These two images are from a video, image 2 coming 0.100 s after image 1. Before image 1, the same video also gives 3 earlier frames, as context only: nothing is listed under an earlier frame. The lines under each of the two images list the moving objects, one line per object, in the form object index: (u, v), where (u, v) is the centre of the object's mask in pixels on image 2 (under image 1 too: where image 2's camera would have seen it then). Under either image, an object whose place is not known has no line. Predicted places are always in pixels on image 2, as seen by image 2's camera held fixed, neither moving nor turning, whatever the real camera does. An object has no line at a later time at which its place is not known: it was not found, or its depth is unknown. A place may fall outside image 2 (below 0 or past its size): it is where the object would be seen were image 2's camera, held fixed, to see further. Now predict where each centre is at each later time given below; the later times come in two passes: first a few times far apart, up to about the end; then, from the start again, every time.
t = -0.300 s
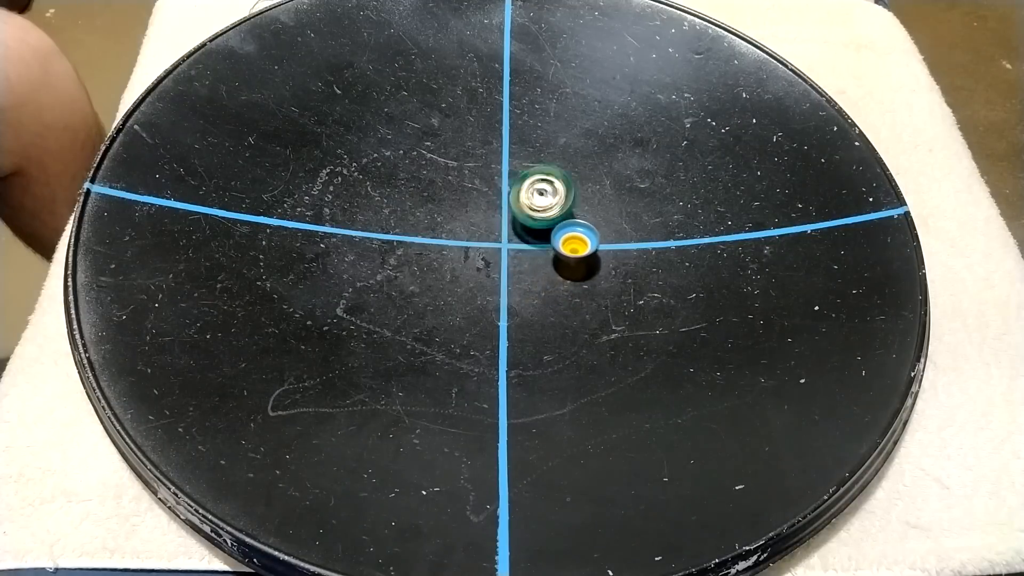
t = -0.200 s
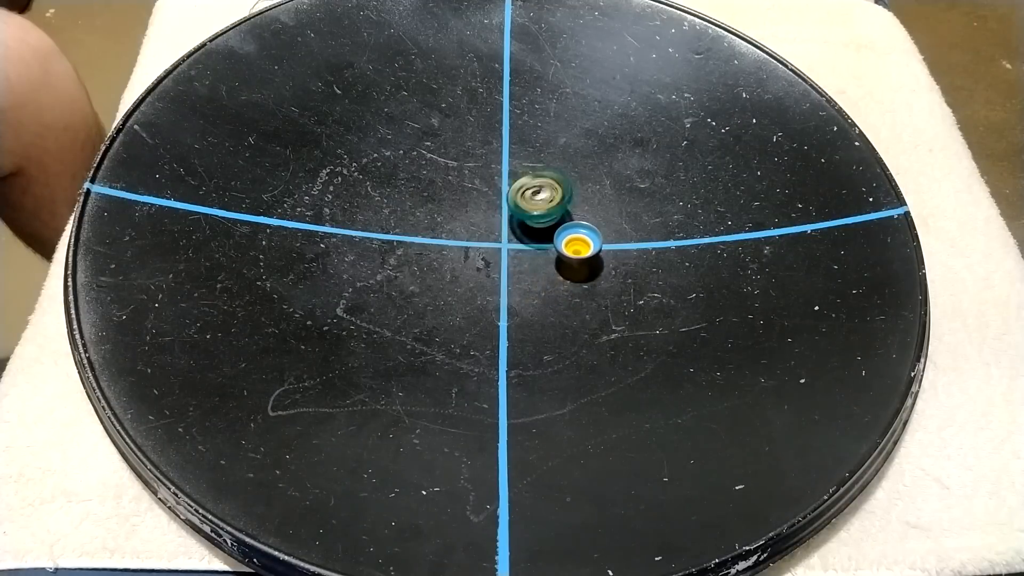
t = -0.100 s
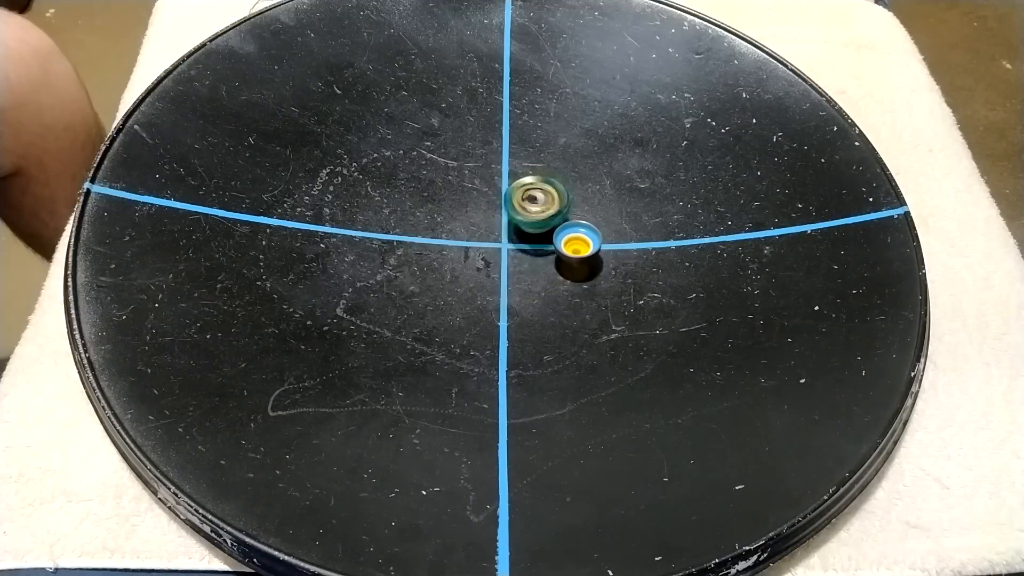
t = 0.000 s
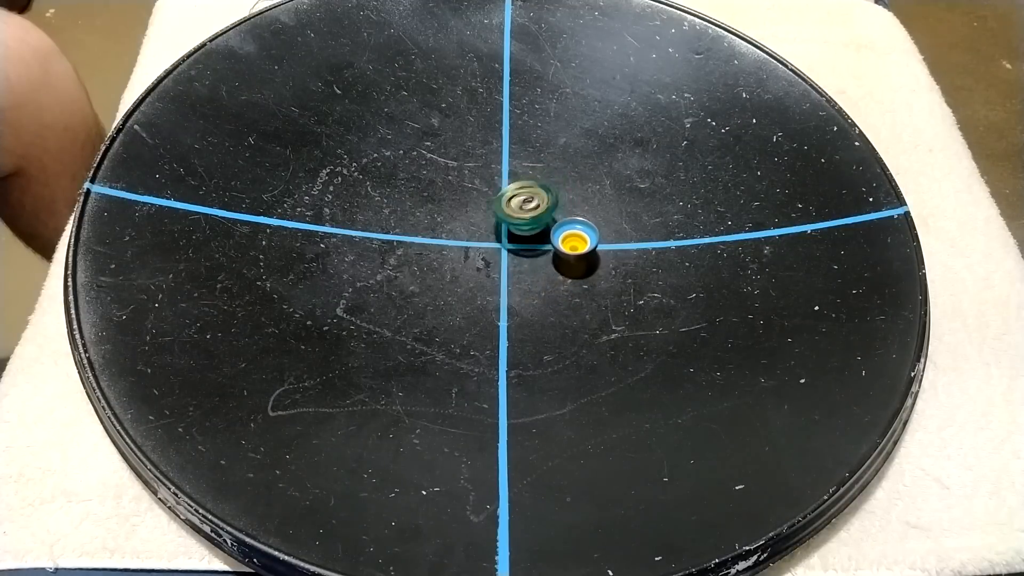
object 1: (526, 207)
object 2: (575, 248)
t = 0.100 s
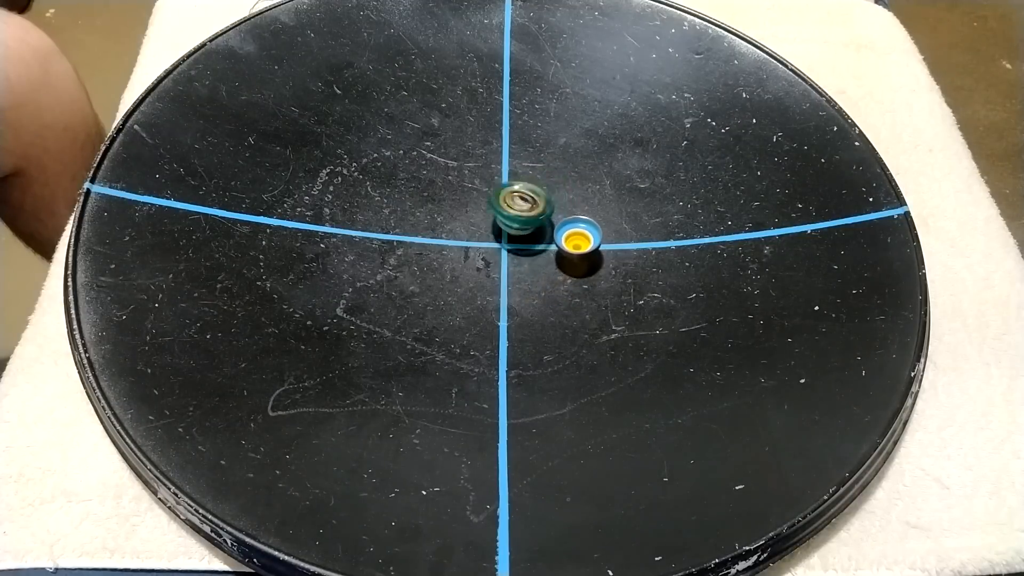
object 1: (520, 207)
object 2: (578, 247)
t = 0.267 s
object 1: (510, 202)
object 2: (581, 244)
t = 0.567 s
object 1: (509, 210)
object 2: (579, 242)
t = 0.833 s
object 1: (495, 221)
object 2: (568, 241)
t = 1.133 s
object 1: (491, 218)
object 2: (549, 242)
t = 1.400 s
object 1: (487, 211)
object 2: (542, 247)
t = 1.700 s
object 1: (494, 218)
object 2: (540, 257)
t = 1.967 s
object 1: (482, 227)
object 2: (539, 262)
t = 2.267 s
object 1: (490, 225)
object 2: (538, 266)
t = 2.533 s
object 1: (489, 225)
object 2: (543, 262)
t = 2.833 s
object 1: (505, 223)
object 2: (558, 257)
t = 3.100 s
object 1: (495, 241)
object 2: (567, 249)
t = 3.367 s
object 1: (496, 236)
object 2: (573, 239)
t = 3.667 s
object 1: (499, 246)
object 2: (571, 231)
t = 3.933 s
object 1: (504, 251)
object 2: (564, 229)
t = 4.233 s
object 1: (513, 257)
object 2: (553, 230)
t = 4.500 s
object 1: (504, 267)
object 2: (544, 232)
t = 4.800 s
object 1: (500, 263)
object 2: (544, 229)
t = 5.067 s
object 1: (510, 269)
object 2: (545, 231)
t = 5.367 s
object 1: (506, 270)
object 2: (550, 233)
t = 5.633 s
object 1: (511, 266)
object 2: (560, 234)
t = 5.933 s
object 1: (520, 261)
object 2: (567, 238)
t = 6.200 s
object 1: (531, 268)
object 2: (572, 241)
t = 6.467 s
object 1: (539, 276)
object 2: (569, 241)
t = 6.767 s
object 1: (537, 274)
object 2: (556, 233)
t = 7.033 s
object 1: (534, 269)
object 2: (547, 224)
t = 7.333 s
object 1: (533, 263)
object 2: (536, 214)
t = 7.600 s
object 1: (536, 256)
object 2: (528, 211)
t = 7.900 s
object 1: (547, 250)
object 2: (524, 214)
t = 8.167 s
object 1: (553, 249)
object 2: (522, 220)
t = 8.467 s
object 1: (548, 251)
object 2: (513, 228)
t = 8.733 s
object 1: (545, 254)
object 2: (508, 234)
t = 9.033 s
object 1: (549, 252)
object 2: (499, 243)
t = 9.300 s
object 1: (549, 253)
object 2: (493, 248)
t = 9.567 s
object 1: (549, 253)
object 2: (496, 253)
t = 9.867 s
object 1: (549, 253)
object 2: (499, 254)
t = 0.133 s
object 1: (518, 206)
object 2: (579, 246)
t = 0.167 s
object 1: (516, 206)
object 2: (580, 246)
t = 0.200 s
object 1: (512, 205)
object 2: (580, 245)
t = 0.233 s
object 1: (510, 203)
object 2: (581, 245)
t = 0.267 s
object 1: (510, 202)
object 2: (581, 244)
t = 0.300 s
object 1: (510, 201)
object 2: (582, 244)
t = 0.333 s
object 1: (511, 201)
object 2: (582, 243)
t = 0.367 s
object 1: (512, 202)
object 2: (582, 243)
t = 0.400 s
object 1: (512, 204)
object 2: (582, 243)
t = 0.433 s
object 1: (511, 206)
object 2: (581, 243)
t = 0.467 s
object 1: (510, 207)
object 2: (581, 243)
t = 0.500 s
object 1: (508, 207)
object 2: (580, 242)
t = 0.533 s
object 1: (508, 208)
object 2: (579, 242)
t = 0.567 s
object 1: (509, 210)
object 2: (579, 242)
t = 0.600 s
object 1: (509, 212)
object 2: (578, 242)
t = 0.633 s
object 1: (509, 214)
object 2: (576, 242)
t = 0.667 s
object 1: (508, 215)
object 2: (575, 242)
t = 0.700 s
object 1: (506, 217)
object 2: (573, 241)
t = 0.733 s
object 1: (502, 219)
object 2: (572, 241)
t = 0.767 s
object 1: (499, 220)
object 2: (571, 241)
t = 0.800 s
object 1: (496, 221)
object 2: (570, 241)
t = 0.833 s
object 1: (495, 221)
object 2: (568, 241)
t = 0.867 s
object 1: (494, 221)
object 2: (566, 241)
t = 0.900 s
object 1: (493, 221)
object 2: (564, 241)
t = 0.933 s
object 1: (493, 221)
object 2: (562, 241)
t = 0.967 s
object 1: (492, 221)
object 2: (560, 241)
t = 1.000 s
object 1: (490, 221)
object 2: (558, 241)
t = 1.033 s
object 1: (488, 220)
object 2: (556, 241)
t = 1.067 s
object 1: (488, 219)
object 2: (554, 241)
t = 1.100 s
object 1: (490, 218)
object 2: (551, 242)
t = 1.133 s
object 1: (491, 218)
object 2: (549, 242)
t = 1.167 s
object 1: (490, 219)
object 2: (548, 242)
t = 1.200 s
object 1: (489, 218)
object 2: (546, 243)
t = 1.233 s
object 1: (487, 217)
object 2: (546, 244)
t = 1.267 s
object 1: (485, 216)
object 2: (544, 244)
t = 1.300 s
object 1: (486, 215)
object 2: (543, 245)
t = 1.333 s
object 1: (486, 213)
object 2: (542, 245)
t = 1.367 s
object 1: (487, 211)
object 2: (542, 246)
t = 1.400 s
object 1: (487, 211)
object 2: (542, 247)
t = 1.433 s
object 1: (486, 210)
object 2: (541, 248)
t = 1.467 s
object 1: (486, 209)
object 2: (541, 249)
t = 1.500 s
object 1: (487, 209)
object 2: (540, 250)
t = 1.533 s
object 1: (489, 209)
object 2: (540, 250)
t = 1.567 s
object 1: (491, 210)
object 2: (540, 251)
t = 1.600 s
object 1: (492, 211)
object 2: (540, 253)
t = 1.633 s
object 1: (493, 214)
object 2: (540, 254)
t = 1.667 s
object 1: (494, 216)
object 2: (540, 255)
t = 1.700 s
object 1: (494, 218)
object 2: (540, 257)
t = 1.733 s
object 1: (493, 221)
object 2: (540, 258)
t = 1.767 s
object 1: (491, 224)
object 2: (540, 258)
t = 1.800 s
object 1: (489, 225)
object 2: (540, 259)
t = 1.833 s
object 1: (487, 227)
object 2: (540, 260)
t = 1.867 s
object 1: (485, 228)
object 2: (540, 260)
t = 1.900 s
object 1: (483, 229)
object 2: (539, 261)
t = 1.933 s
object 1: (482, 228)
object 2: (539, 261)
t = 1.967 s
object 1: (482, 227)
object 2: (539, 262)
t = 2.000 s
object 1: (482, 226)
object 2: (538, 263)
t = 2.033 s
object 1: (483, 226)
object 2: (538, 263)
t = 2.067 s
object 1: (483, 227)
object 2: (537, 264)
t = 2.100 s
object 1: (483, 227)
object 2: (537, 264)
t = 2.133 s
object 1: (482, 227)
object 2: (537, 265)
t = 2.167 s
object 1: (482, 225)
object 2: (537, 265)
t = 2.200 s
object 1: (483, 224)
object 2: (537, 266)
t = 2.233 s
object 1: (486, 224)
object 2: (537, 266)
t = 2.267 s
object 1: (490, 225)
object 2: (538, 266)
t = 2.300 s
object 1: (491, 227)
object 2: (538, 267)
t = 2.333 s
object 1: (492, 228)
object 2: (538, 266)
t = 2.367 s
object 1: (493, 229)
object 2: (538, 267)
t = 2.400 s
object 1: (492, 230)
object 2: (538, 266)
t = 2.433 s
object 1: (489, 229)
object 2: (538, 265)
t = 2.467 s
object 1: (489, 228)
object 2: (539, 264)
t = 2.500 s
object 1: (489, 229)
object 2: (540, 263)
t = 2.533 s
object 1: (489, 225)
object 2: (543, 262)
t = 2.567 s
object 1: (491, 223)
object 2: (545, 262)
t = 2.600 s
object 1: (492, 223)
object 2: (546, 261)
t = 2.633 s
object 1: (493, 222)
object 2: (549, 261)
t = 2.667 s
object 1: (493, 222)
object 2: (551, 260)
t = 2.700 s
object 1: (494, 221)
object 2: (553, 259)
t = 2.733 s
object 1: (495, 220)
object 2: (554, 259)
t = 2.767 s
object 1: (498, 219)
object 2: (556, 258)
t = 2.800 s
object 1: (502, 220)
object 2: (557, 258)
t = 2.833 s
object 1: (505, 223)
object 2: (558, 257)
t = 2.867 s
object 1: (507, 227)
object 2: (560, 256)
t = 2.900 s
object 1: (508, 229)
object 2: (560, 255)
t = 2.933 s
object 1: (507, 232)
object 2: (561, 254)
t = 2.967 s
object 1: (504, 236)
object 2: (562, 253)
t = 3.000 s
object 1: (501, 238)
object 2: (564, 252)
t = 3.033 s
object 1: (499, 240)
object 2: (565, 251)
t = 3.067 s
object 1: (496, 241)
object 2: (566, 250)
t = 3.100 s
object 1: (495, 241)
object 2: (567, 249)
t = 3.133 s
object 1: (494, 239)
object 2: (568, 248)
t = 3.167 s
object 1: (495, 238)
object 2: (569, 246)
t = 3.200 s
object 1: (496, 236)
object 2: (569, 245)
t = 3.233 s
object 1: (497, 236)
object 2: (570, 243)
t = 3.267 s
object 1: (497, 237)
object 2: (571, 242)
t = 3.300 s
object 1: (496, 237)
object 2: (572, 241)
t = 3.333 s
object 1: (496, 236)
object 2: (572, 240)
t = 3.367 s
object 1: (496, 236)
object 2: (573, 239)
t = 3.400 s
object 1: (498, 237)
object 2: (573, 238)
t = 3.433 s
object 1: (500, 238)
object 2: (574, 237)
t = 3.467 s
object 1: (501, 241)
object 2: (573, 236)
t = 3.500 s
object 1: (502, 242)
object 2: (573, 235)
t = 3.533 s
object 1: (502, 244)
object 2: (573, 234)
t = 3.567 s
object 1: (502, 245)
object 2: (572, 233)
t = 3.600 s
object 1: (501, 246)
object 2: (572, 232)
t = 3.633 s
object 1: (500, 246)
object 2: (572, 231)
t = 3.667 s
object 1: (499, 246)
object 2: (571, 231)
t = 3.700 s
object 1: (499, 245)
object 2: (571, 230)
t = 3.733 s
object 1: (500, 245)
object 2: (571, 230)
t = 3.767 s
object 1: (501, 244)
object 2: (570, 229)
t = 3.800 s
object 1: (503, 245)
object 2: (569, 229)
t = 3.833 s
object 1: (504, 247)
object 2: (568, 229)
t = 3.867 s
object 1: (505, 249)
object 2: (567, 229)
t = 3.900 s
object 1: (504, 250)
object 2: (565, 228)
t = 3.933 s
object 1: (504, 251)
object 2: (564, 229)
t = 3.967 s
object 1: (505, 251)
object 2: (562, 229)
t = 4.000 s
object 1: (506, 253)
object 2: (561, 229)
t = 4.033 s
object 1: (508, 255)
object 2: (560, 229)
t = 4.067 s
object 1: (509, 257)
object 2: (559, 230)
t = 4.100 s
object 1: (510, 258)
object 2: (558, 230)
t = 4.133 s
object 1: (510, 258)
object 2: (556, 230)
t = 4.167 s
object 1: (512, 258)
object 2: (555, 230)
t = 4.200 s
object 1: (512, 257)
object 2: (553, 230)
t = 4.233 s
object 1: (513, 257)
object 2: (553, 230)
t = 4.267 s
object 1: (512, 258)
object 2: (552, 230)
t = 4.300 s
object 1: (512, 258)
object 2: (550, 230)
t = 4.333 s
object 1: (511, 258)
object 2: (549, 230)
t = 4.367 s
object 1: (511, 257)
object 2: (548, 230)
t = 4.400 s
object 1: (510, 258)
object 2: (547, 230)
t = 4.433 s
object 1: (508, 260)
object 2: (545, 231)
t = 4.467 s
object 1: (506, 263)
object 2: (544, 232)
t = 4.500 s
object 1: (504, 267)
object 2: (544, 232)
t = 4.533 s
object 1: (500, 268)
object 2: (543, 232)
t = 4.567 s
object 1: (497, 269)
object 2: (543, 232)
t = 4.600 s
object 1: (496, 270)
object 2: (542, 233)
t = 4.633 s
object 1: (495, 267)
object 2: (542, 232)
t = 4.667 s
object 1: (496, 266)
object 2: (542, 231)
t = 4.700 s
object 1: (497, 265)
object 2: (542, 231)
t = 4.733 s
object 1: (498, 264)
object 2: (542, 231)
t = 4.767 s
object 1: (499, 263)
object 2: (543, 230)
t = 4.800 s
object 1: (500, 263)
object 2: (544, 229)
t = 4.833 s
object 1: (501, 262)
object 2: (544, 229)
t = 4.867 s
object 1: (503, 261)
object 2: (544, 229)
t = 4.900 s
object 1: (505, 261)
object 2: (545, 229)
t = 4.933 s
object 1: (507, 261)
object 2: (545, 229)
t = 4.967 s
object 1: (509, 263)
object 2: (545, 230)
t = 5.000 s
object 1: (510, 265)
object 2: (545, 230)
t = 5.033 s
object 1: (510, 268)
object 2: (546, 231)
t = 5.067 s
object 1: (510, 269)
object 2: (545, 231)
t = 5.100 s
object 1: (507, 272)
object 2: (545, 233)
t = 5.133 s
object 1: (506, 271)
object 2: (544, 234)
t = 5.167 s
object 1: (505, 271)
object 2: (544, 235)
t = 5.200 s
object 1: (505, 269)
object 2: (545, 236)
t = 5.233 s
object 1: (508, 268)
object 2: (546, 235)
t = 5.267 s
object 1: (509, 267)
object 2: (547, 235)
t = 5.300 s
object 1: (509, 268)
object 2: (548, 234)
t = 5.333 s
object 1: (508, 270)
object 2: (549, 233)
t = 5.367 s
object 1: (506, 270)
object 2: (550, 233)
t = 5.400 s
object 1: (504, 269)
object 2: (551, 234)
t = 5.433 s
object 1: (504, 267)
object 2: (552, 234)
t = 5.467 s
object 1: (505, 265)
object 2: (553, 234)
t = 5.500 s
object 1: (506, 266)
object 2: (554, 233)
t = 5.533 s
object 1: (507, 267)
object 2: (556, 233)
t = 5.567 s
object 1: (509, 268)
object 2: (558, 233)
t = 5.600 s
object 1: (511, 267)
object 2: (559, 234)
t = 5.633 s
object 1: (511, 266)
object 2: (560, 234)
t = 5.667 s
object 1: (513, 265)
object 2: (562, 235)
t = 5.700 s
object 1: (514, 264)
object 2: (562, 235)
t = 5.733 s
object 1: (517, 263)
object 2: (563, 235)
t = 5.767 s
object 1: (517, 263)
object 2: (563, 235)
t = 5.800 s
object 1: (517, 264)
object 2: (564, 236)
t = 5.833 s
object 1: (517, 263)
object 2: (565, 236)
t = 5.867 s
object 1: (518, 262)
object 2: (565, 237)
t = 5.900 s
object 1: (518, 261)
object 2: (566, 238)
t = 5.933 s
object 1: (520, 261)
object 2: (567, 238)
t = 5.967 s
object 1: (521, 261)
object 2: (567, 238)
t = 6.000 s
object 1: (524, 260)
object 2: (568, 239)
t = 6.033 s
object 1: (525, 261)
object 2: (568, 239)
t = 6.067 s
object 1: (527, 262)
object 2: (569, 239)
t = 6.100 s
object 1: (528, 263)
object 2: (570, 239)
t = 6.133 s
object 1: (529, 264)
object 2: (571, 240)
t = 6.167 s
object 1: (530, 266)
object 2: (571, 240)
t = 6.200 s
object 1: (531, 268)
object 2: (572, 241)
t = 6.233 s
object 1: (533, 269)
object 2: (572, 241)
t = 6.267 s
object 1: (534, 271)
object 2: (572, 241)
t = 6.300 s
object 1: (535, 272)
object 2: (572, 241)
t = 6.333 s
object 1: (536, 273)
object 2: (572, 241)
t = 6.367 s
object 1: (537, 274)
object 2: (571, 241)
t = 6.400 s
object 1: (538, 275)
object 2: (570, 241)
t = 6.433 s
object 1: (538, 275)
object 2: (570, 241)
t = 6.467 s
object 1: (539, 276)
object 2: (569, 241)
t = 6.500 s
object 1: (539, 277)
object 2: (568, 240)
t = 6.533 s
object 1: (539, 277)
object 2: (567, 240)
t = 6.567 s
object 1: (539, 277)
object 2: (565, 239)
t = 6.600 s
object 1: (539, 277)
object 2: (564, 239)
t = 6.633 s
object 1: (539, 276)
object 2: (562, 238)
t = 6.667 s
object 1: (538, 276)
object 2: (561, 237)
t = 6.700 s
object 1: (538, 275)
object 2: (559, 235)
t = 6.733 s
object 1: (537, 275)
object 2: (558, 234)
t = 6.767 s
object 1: (537, 274)
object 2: (556, 233)
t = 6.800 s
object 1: (536, 273)
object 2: (555, 232)
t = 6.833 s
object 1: (536, 272)
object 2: (554, 230)
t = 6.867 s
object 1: (535, 271)
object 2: (552, 229)
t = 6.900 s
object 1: (535, 270)
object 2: (552, 229)
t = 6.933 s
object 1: (535, 270)
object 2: (551, 228)
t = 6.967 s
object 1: (534, 269)
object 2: (550, 227)
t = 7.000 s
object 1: (534, 269)
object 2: (549, 226)
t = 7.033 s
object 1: (534, 269)
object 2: (547, 224)
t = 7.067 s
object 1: (534, 268)
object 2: (546, 222)
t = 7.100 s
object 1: (534, 267)
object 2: (544, 221)
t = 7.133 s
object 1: (534, 267)
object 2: (543, 219)
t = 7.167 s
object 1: (534, 266)
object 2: (542, 218)
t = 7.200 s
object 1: (534, 266)
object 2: (541, 217)
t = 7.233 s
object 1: (534, 266)
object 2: (540, 216)
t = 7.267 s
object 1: (533, 265)
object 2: (538, 216)
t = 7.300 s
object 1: (533, 264)
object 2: (537, 215)
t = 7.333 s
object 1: (533, 263)
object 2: (536, 214)
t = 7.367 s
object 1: (533, 262)
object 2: (535, 214)
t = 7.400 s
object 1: (534, 261)
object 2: (533, 213)
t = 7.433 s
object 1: (534, 260)
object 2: (532, 212)
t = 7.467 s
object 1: (534, 260)
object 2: (531, 212)
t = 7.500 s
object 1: (534, 259)
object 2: (530, 211)
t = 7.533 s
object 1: (535, 258)
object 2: (530, 211)
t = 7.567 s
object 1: (535, 257)
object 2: (529, 211)
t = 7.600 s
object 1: (536, 256)
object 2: (528, 211)
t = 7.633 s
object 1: (537, 255)
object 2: (527, 211)
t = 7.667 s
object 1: (538, 254)
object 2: (526, 211)
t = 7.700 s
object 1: (538, 254)
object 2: (526, 211)
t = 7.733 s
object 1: (540, 253)
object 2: (525, 211)
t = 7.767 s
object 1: (541, 252)
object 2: (525, 212)
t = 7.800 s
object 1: (542, 251)
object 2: (524, 212)
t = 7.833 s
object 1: (544, 251)
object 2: (524, 213)
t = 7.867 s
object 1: (545, 250)
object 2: (524, 213)
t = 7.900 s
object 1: (547, 250)
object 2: (524, 214)
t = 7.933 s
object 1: (548, 250)
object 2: (524, 215)
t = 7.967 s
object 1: (549, 249)
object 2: (524, 215)
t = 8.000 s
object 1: (550, 249)
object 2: (524, 216)
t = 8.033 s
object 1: (551, 249)
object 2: (524, 217)
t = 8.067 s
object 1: (552, 250)
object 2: (523, 217)
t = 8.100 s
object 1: (552, 249)
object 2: (523, 218)
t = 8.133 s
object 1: (553, 249)
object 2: (522, 219)
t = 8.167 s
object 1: (553, 249)
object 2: (522, 220)
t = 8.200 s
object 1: (553, 249)
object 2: (521, 220)
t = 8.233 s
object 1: (553, 249)
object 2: (520, 220)
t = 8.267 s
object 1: (552, 250)
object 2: (519, 221)
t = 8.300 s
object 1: (552, 250)
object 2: (518, 224)
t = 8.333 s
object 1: (551, 250)
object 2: (517, 225)
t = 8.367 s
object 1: (550, 250)
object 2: (516, 226)
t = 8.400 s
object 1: (550, 251)
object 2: (516, 227)
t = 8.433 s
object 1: (549, 251)
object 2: (514, 227)
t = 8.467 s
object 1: (548, 251)
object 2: (513, 228)
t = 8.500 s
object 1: (548, 252)
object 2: (512, 228)
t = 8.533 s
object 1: (547, 252)
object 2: (511, 228)
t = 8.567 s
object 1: (546, 252)
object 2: (510, 229)
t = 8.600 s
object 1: (546, 253)
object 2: (510, 230)
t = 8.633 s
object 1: (545, 253)
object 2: (509, 231)
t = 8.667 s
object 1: (545, 254)
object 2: (508, 233)
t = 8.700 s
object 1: (545, 254)
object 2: (508, 234)
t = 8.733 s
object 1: (545, 254)
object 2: (508, 234)
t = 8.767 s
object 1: (546, 254)
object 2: (508, 235)
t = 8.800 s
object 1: (547, 253)
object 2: (509, 236)
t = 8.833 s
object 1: (548, 253)
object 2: (508, 237)
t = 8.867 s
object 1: (549, 252)
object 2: (506, 239)
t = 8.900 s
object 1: (549, 252)
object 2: (505, 240)
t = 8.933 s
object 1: (549, 252)
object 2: (504, 241)
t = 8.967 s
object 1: (549, 252)
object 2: (503, 242)
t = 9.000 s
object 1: (549, 252)
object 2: (501, 243)
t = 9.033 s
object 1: (549, 252)
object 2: (499, 243)
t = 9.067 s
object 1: (549, 253)
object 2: (498, 244)
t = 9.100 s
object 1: (549, 253)
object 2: (497, 245)
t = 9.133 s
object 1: (549, 253)
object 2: (496, 245)
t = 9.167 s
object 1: (549, 253)
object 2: (495, 246)
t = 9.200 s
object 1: (549, 253)
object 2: (495, 246)
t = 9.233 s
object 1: (549, 253)
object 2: (494, 247)
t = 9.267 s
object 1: (549, 253)
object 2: (494, 247)
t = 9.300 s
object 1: (549, 253)
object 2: (493, 248)
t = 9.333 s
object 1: (549, 253)
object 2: (493, 249)
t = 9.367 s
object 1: (549, 253)
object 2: (493, 249)
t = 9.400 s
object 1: (549, 253)
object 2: (493, 250)
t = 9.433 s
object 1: (549, 253)
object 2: (494, 250)
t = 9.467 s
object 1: (549, 253)
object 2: (494, 251)
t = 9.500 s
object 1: (549, 253)
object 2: (494, 251)
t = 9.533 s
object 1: (549, 253)
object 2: (495, 252)
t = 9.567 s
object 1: (549, 253)
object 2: (496, 253)
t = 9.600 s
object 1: (549, 253)
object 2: (496, 254)
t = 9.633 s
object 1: (549, 253)
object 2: (496, 254)
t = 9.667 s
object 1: (549, 253)
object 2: (496, 254)
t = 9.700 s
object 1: (549, 253)
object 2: (497, 254)
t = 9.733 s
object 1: (549, 253)
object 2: (497, 255)
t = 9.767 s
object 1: (549, 253)
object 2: (498, 255)
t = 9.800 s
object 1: (549, 253)
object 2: (499, 254)
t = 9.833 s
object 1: (549, 253)
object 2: (499, 254)
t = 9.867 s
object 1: (549, 253)
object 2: (499, 254)
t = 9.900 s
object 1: (549, 253)
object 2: (500, 254)
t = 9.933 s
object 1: (550, 253)
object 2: (500, 253)
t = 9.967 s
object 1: (550, 253)
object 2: (501, 253)
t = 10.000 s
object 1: (550, 253)
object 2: (501, 253)
